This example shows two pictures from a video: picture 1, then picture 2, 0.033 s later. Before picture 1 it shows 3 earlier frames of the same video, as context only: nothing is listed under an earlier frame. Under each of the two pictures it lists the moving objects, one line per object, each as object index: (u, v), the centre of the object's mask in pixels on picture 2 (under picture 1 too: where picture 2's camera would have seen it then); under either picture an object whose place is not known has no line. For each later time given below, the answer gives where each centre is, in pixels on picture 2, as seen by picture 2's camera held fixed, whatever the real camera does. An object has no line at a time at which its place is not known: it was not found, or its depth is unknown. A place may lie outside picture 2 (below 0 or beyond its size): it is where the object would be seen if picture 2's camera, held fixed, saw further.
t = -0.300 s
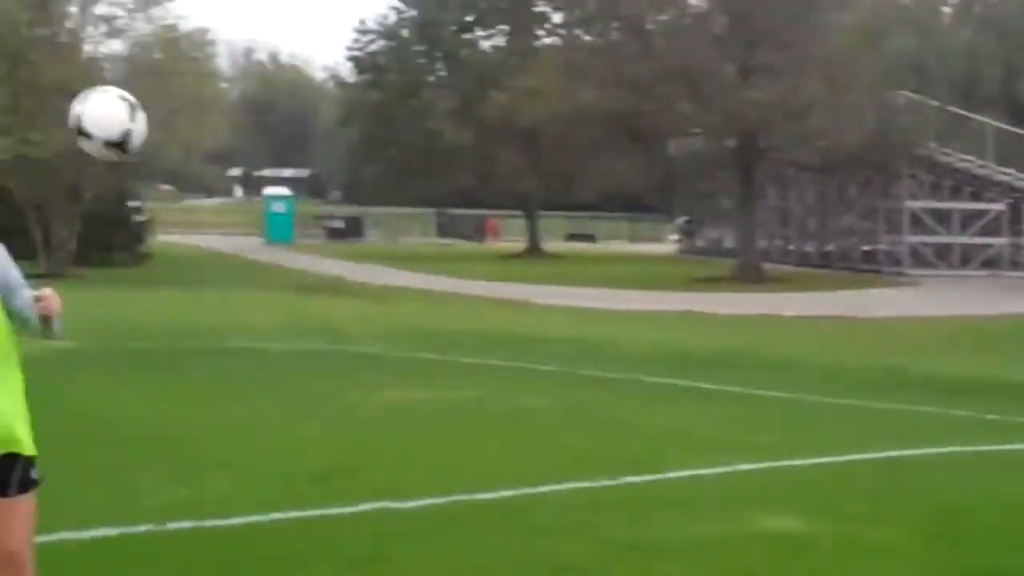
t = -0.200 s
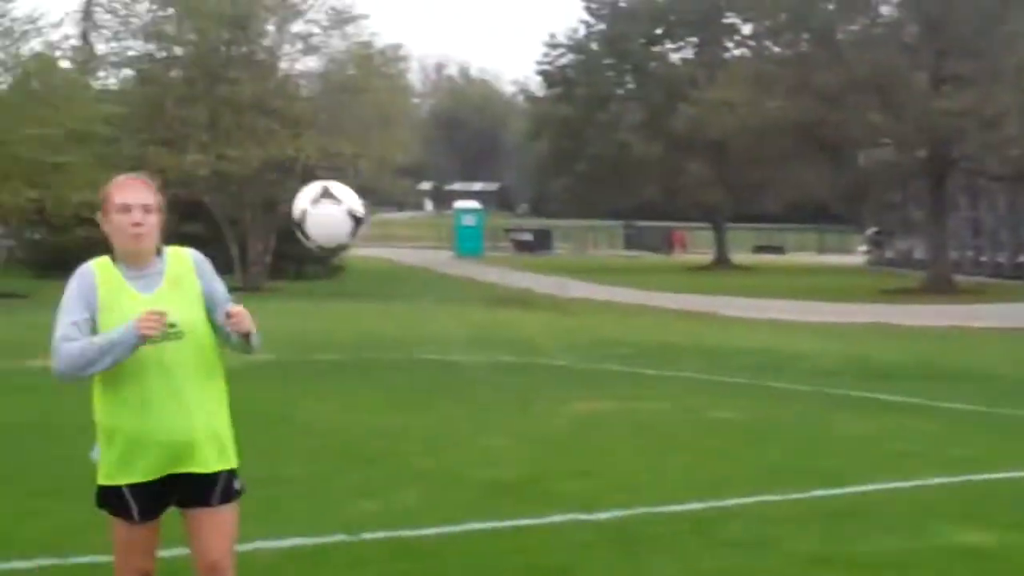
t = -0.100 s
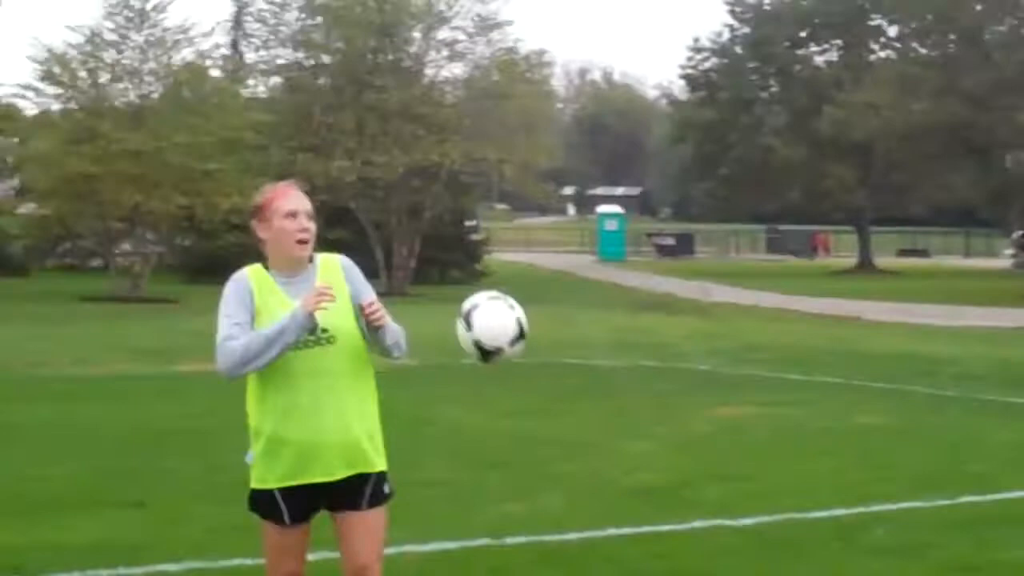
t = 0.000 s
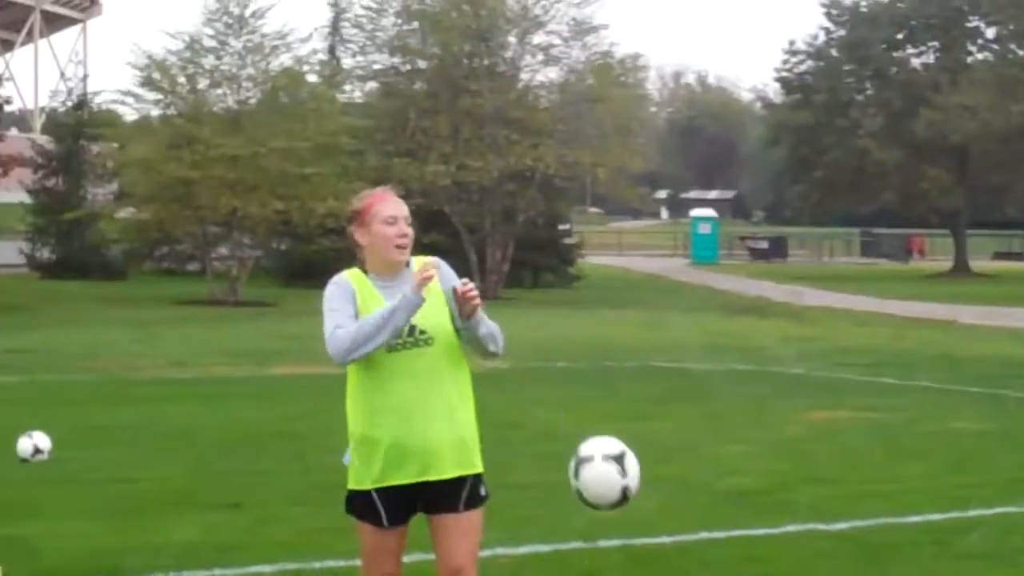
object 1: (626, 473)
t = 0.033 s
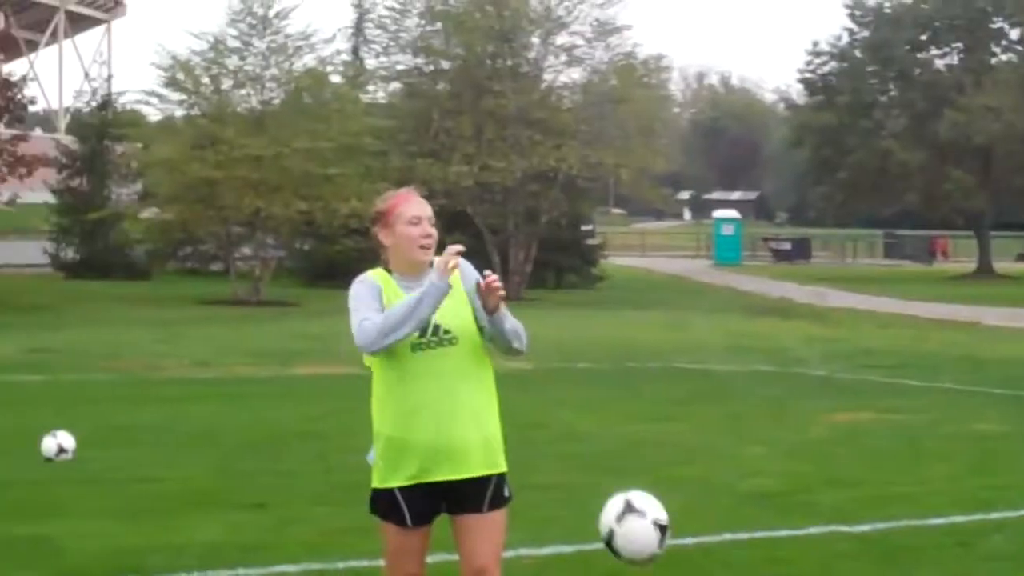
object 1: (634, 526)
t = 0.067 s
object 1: (641, 564)
